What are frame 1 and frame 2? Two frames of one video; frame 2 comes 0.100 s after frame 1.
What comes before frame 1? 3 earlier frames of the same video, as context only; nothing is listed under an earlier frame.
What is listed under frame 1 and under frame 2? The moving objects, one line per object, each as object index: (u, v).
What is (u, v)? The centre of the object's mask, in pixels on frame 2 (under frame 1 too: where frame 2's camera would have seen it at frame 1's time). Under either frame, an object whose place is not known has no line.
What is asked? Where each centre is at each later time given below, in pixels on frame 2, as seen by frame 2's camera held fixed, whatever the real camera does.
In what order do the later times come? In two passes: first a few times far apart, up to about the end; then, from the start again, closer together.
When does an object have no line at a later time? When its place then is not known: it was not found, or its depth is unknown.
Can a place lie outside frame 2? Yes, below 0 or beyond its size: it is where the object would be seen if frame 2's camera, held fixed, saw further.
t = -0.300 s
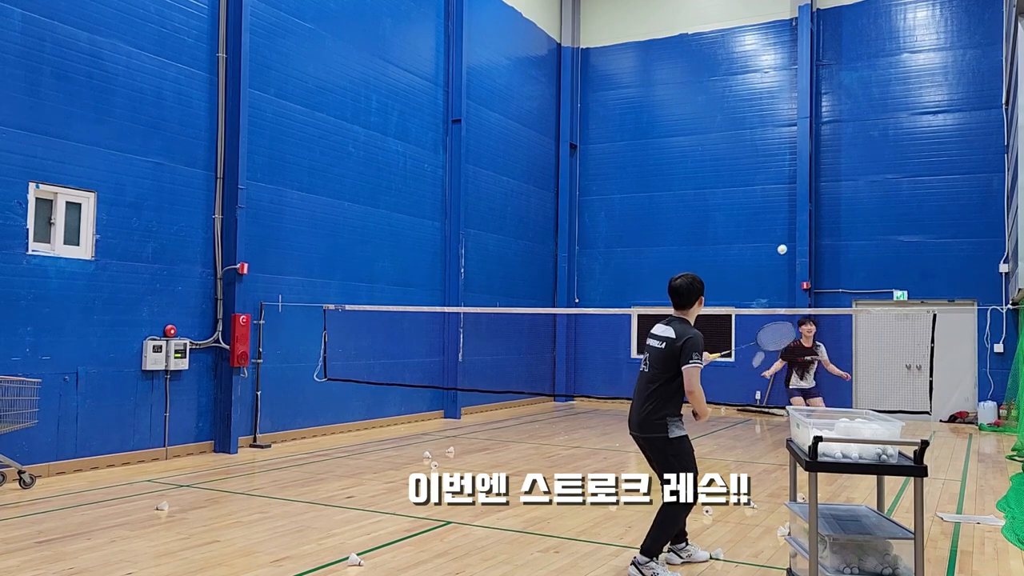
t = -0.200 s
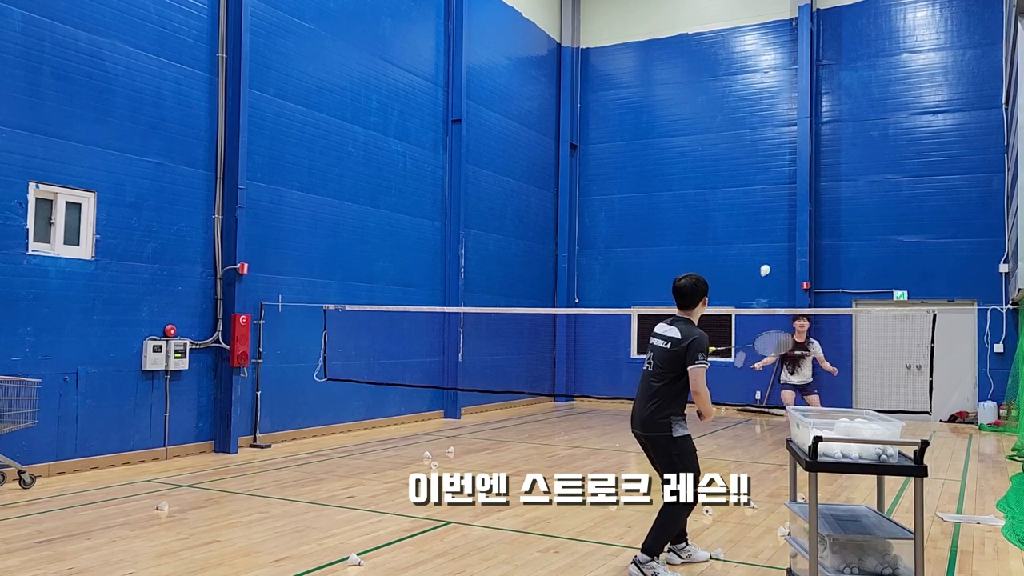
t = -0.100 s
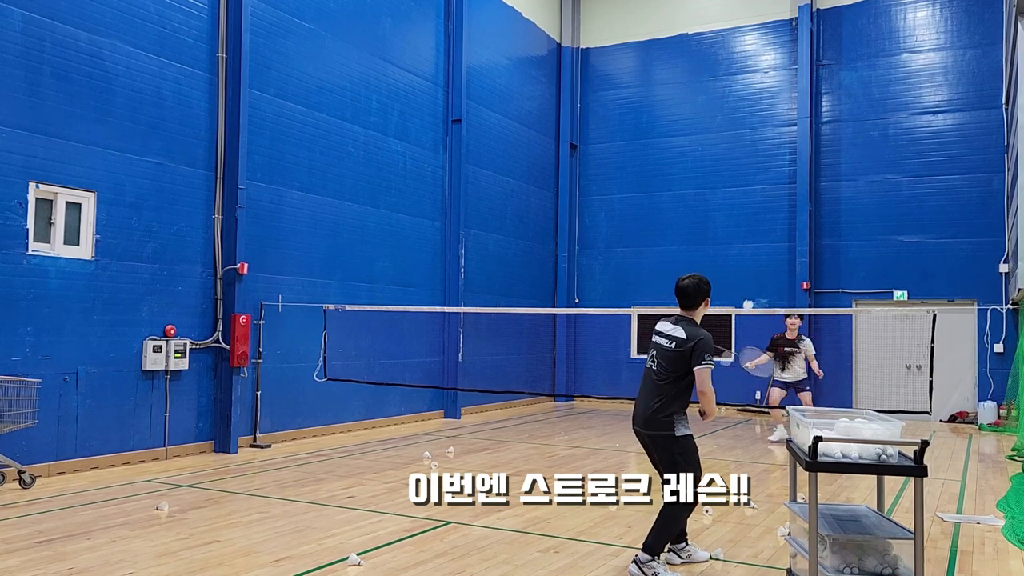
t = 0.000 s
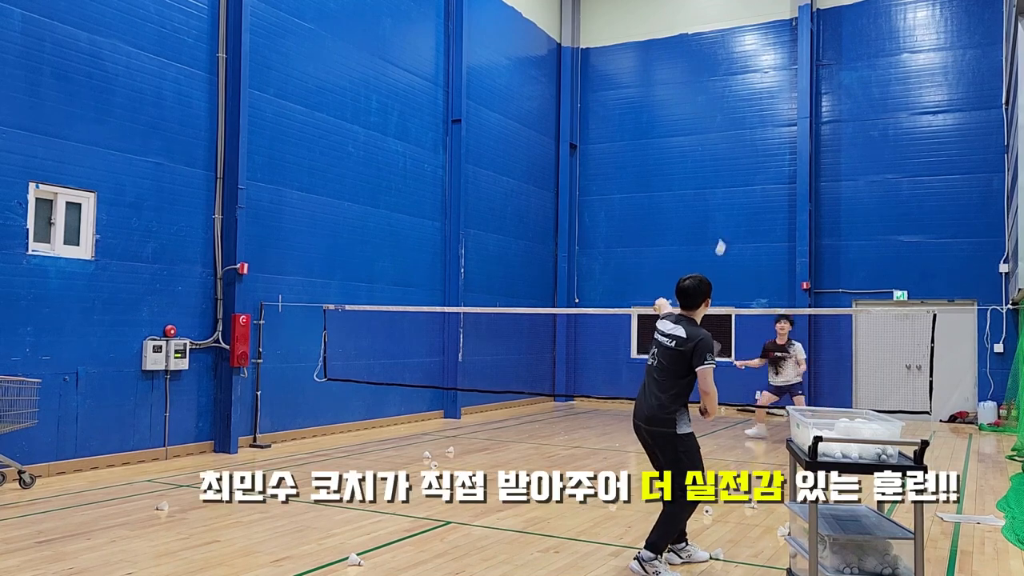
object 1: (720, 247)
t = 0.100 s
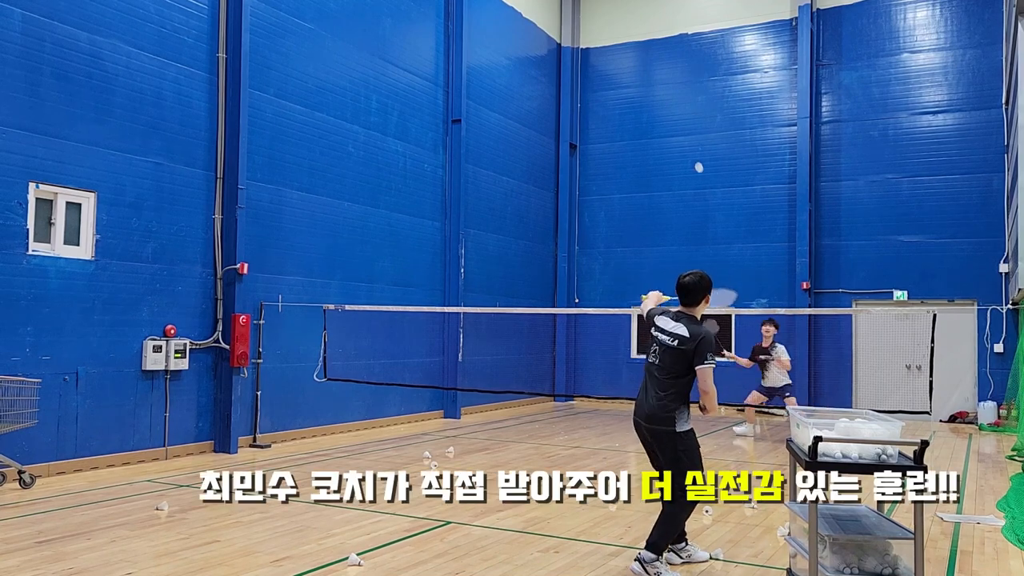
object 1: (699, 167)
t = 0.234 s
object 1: (682, 122)
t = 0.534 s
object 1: (661, 109)
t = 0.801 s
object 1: (651, 151)
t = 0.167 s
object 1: (689, 140)
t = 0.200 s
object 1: (685, 129)
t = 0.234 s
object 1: (682, 122)
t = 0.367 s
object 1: (671, 106)
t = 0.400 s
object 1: (669, 104)
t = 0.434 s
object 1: (667, 104)
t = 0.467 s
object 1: (665, 105)
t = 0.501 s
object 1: (663, 106)
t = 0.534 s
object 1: (661, 109)
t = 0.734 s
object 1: (653, 137)
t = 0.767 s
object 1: (652, 144)
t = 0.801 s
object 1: (651, 151)
